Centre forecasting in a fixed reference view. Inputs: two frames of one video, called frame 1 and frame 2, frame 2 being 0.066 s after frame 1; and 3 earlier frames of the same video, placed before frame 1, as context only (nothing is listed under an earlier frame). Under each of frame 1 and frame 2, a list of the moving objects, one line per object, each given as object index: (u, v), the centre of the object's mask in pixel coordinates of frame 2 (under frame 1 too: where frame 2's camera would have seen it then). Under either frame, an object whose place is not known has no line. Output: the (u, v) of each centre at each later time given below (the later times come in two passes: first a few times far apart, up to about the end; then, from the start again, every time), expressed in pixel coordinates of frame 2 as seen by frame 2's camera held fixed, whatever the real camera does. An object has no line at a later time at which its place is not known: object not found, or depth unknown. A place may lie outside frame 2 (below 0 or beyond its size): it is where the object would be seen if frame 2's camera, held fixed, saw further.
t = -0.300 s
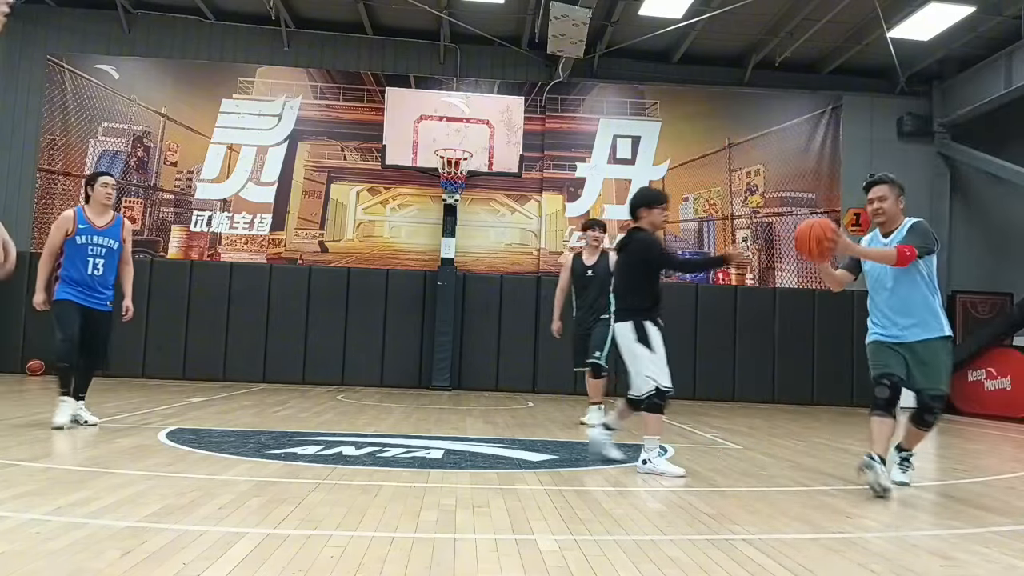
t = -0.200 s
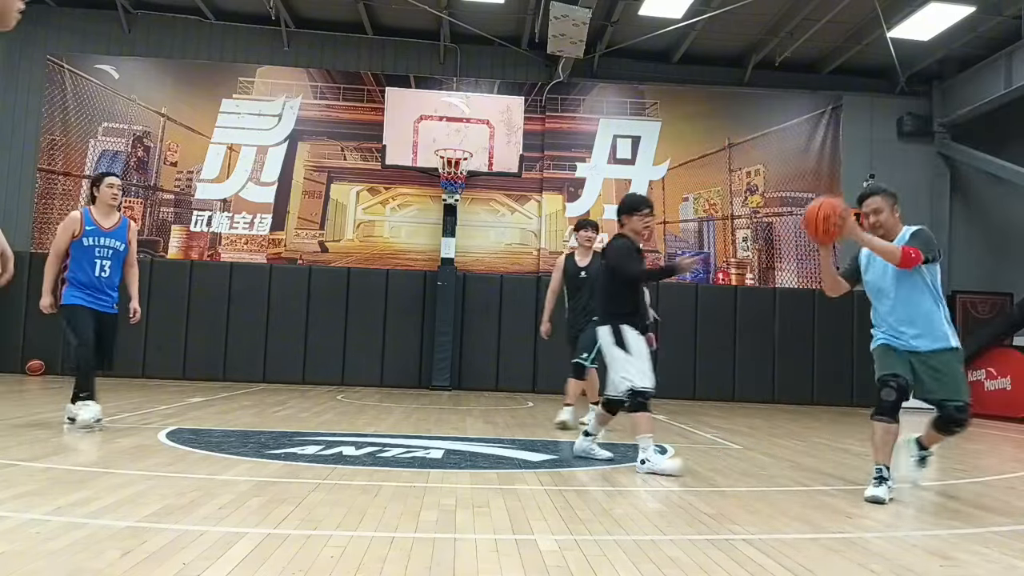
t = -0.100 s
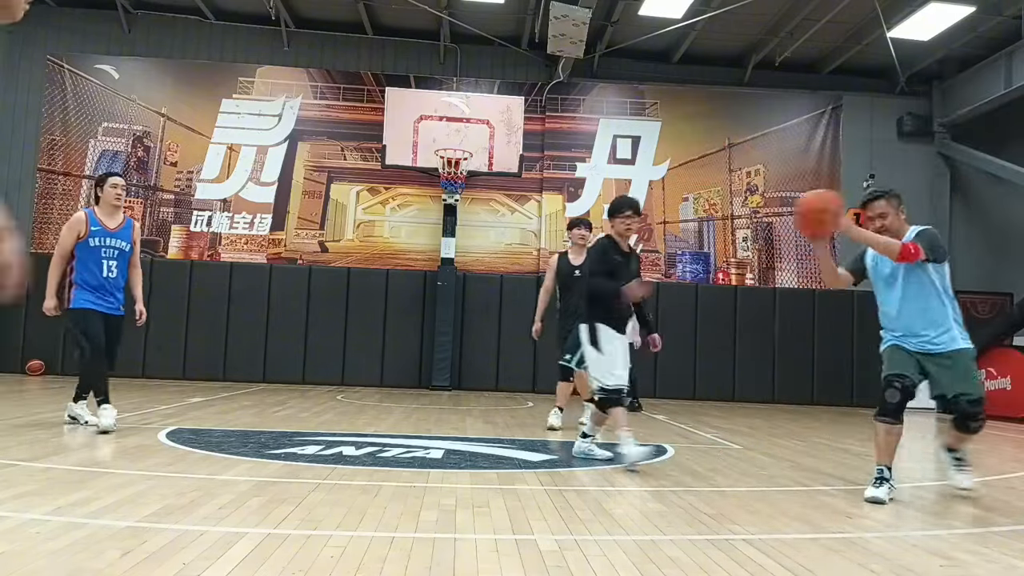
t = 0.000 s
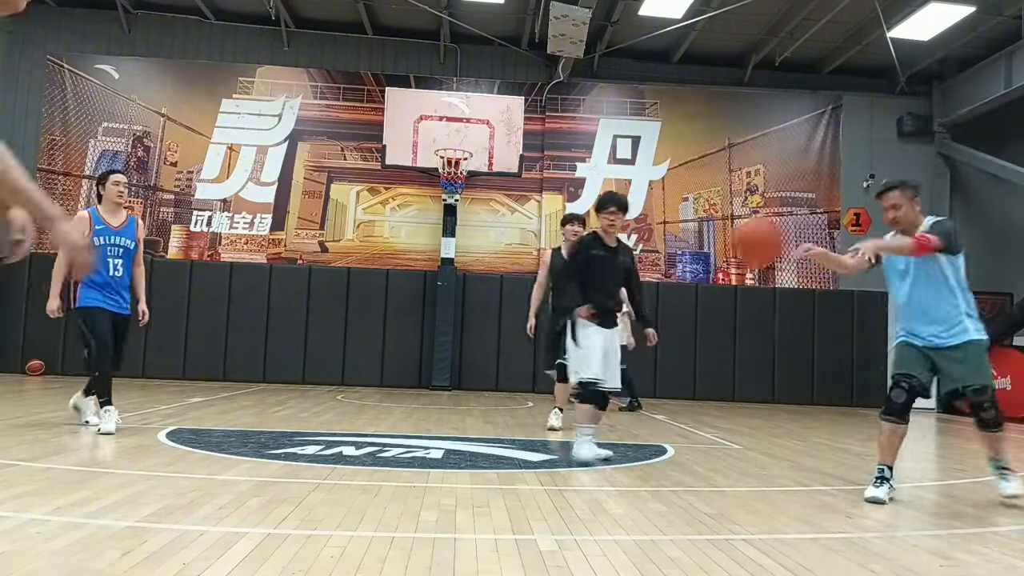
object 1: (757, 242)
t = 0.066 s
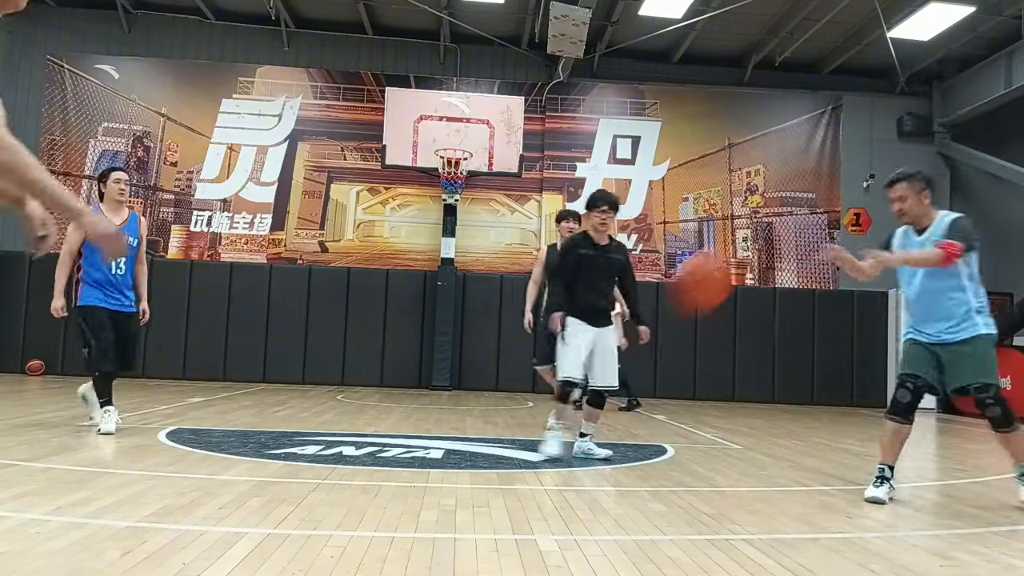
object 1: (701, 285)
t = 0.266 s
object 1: (491, 505)
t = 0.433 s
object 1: (375, 346)
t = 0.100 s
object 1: (675, 308)
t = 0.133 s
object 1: (648, 334)
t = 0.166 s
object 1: (620, 366)
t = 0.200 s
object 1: (579, 408)
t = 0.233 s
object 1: (539, 457)
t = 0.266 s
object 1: (491, 505)
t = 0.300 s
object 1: (470, 478)
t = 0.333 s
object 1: (447, 439)
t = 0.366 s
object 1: (422, 400)
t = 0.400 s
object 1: (397, 371)
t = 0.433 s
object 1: (375, 346)
